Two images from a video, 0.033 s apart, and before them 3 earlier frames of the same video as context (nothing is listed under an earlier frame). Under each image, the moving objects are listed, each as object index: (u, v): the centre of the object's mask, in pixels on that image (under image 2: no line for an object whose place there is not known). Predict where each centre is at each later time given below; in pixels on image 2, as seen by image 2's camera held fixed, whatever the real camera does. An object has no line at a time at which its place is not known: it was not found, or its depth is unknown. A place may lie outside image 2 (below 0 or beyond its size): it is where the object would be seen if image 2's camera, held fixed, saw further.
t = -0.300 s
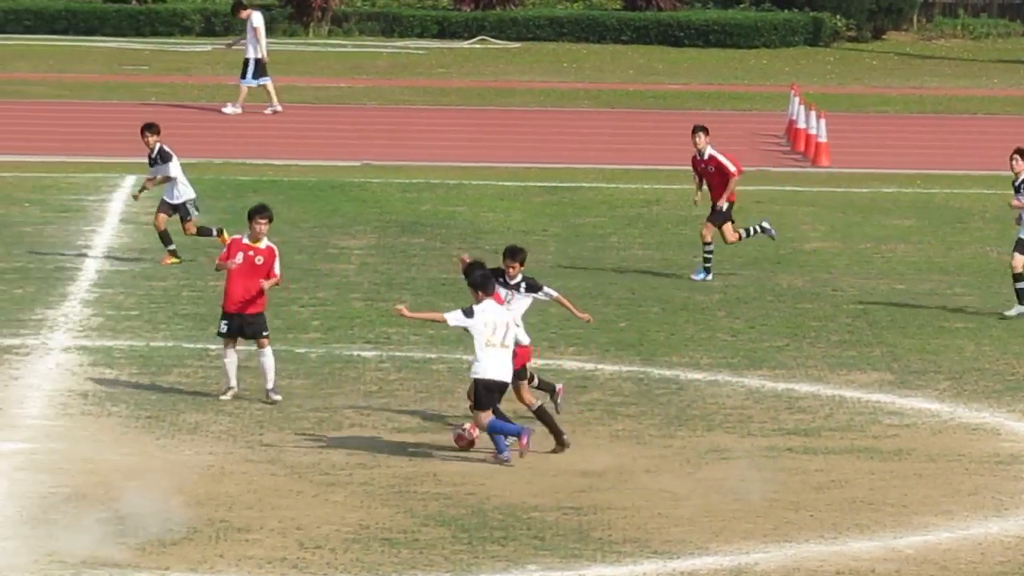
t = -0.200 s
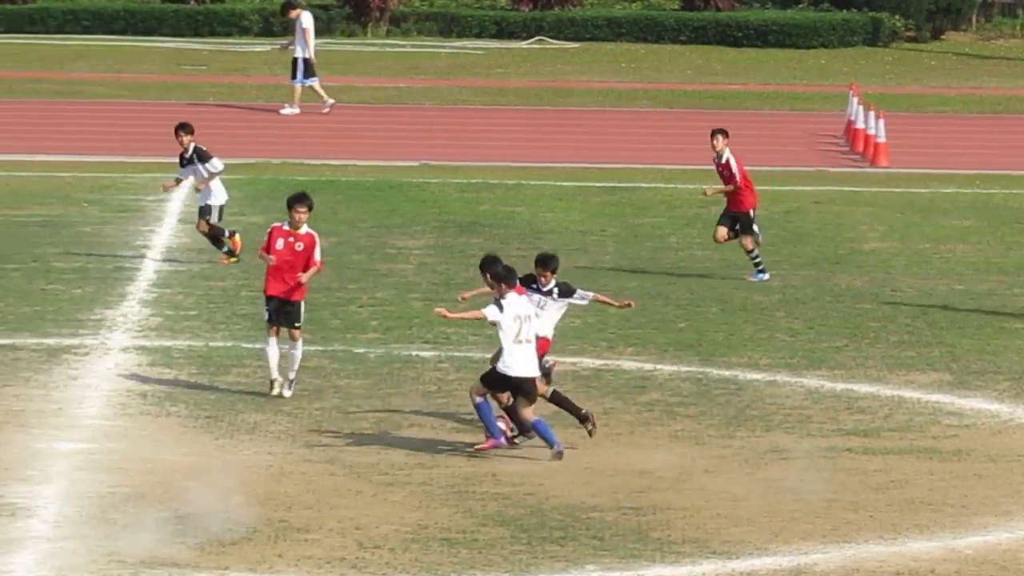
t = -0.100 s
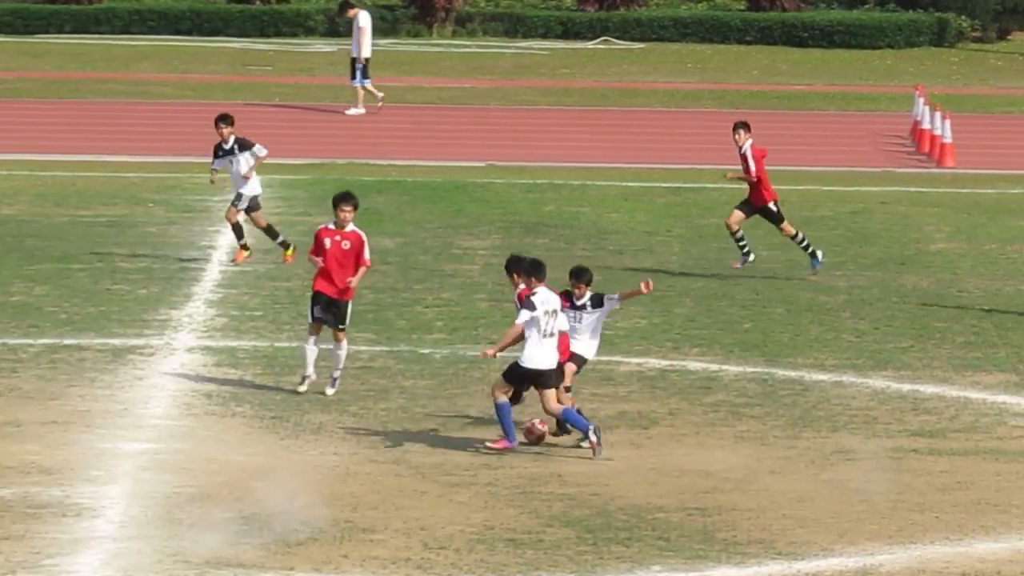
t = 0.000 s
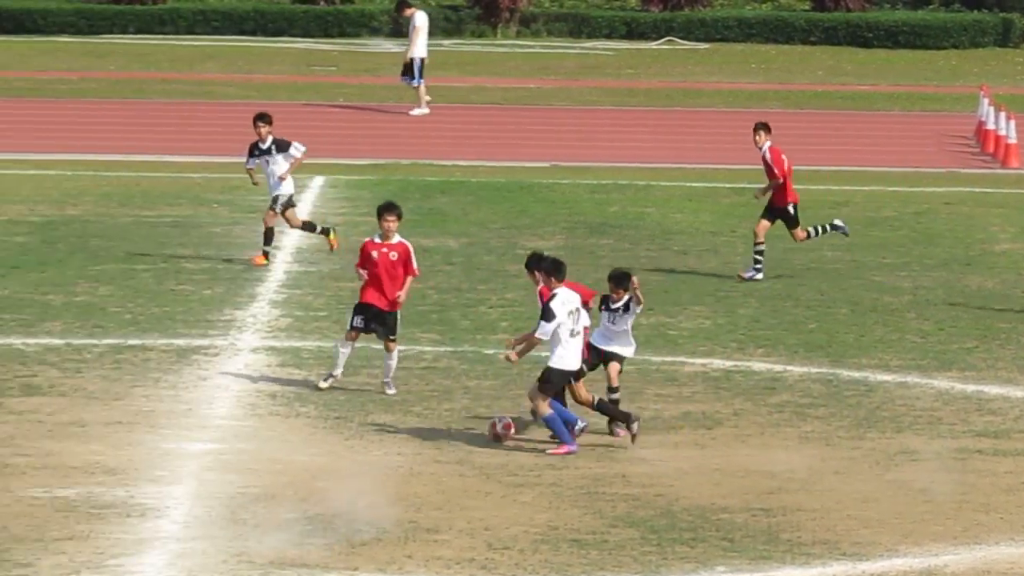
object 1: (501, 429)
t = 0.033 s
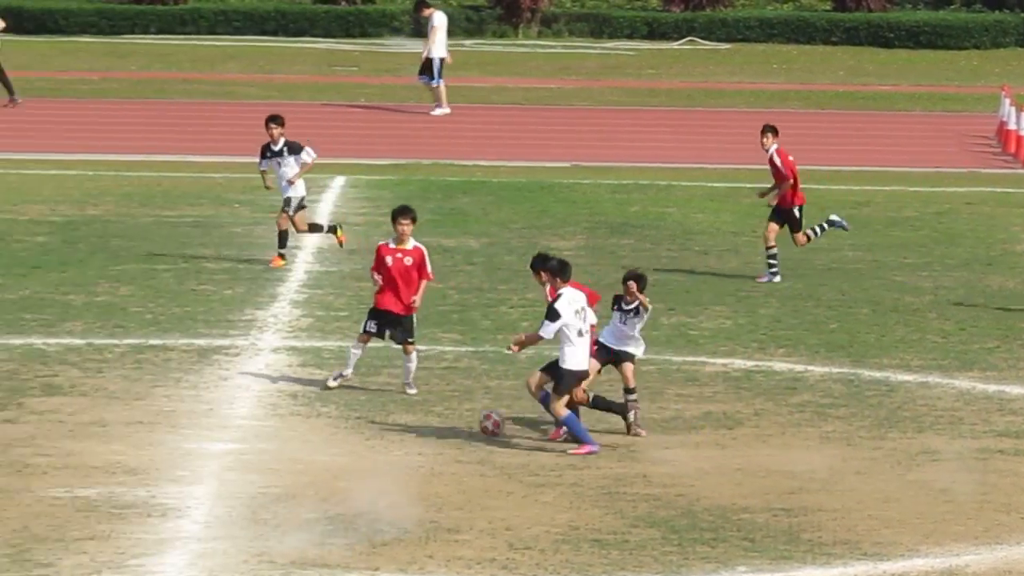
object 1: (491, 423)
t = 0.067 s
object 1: (461, 420)
